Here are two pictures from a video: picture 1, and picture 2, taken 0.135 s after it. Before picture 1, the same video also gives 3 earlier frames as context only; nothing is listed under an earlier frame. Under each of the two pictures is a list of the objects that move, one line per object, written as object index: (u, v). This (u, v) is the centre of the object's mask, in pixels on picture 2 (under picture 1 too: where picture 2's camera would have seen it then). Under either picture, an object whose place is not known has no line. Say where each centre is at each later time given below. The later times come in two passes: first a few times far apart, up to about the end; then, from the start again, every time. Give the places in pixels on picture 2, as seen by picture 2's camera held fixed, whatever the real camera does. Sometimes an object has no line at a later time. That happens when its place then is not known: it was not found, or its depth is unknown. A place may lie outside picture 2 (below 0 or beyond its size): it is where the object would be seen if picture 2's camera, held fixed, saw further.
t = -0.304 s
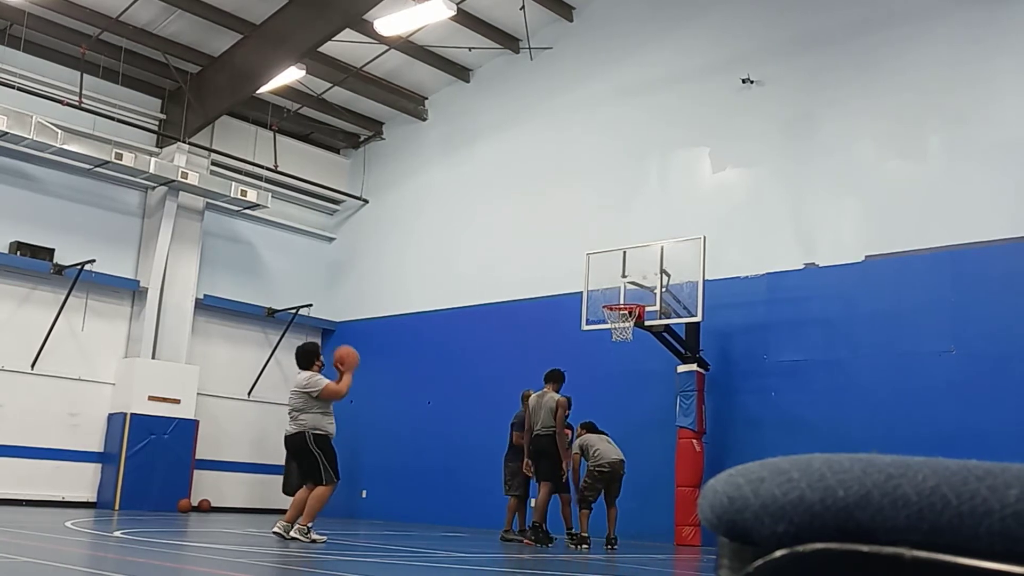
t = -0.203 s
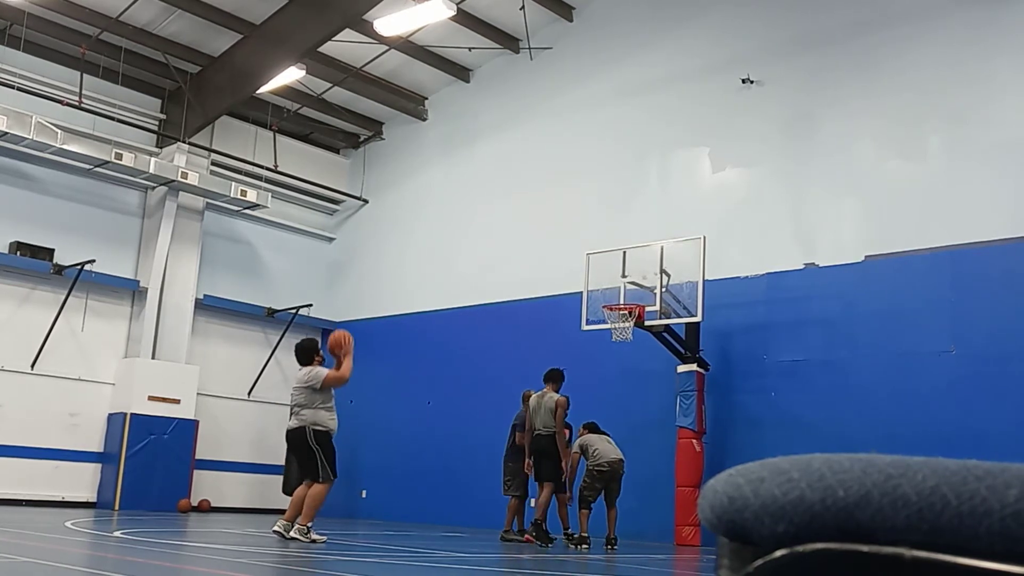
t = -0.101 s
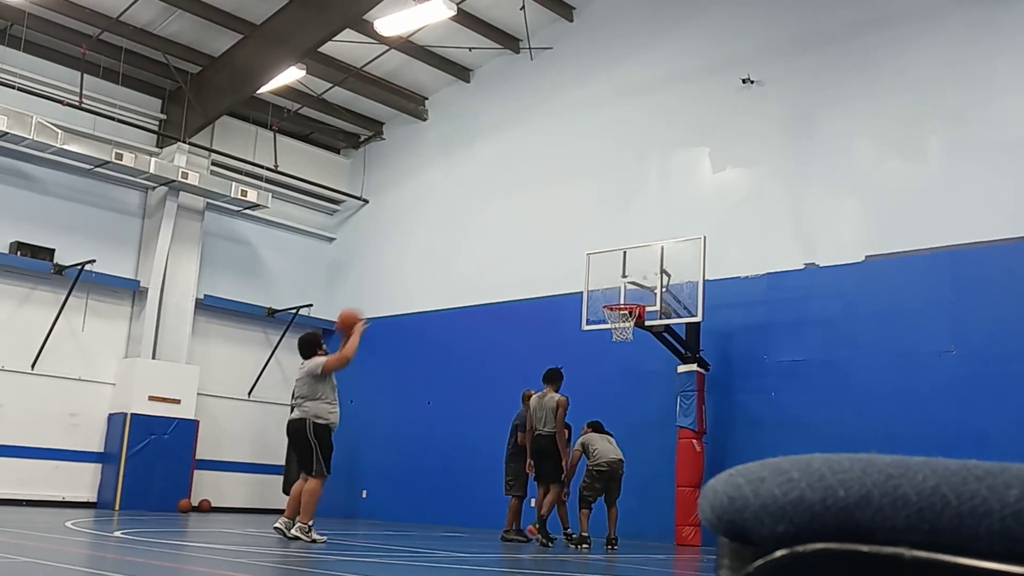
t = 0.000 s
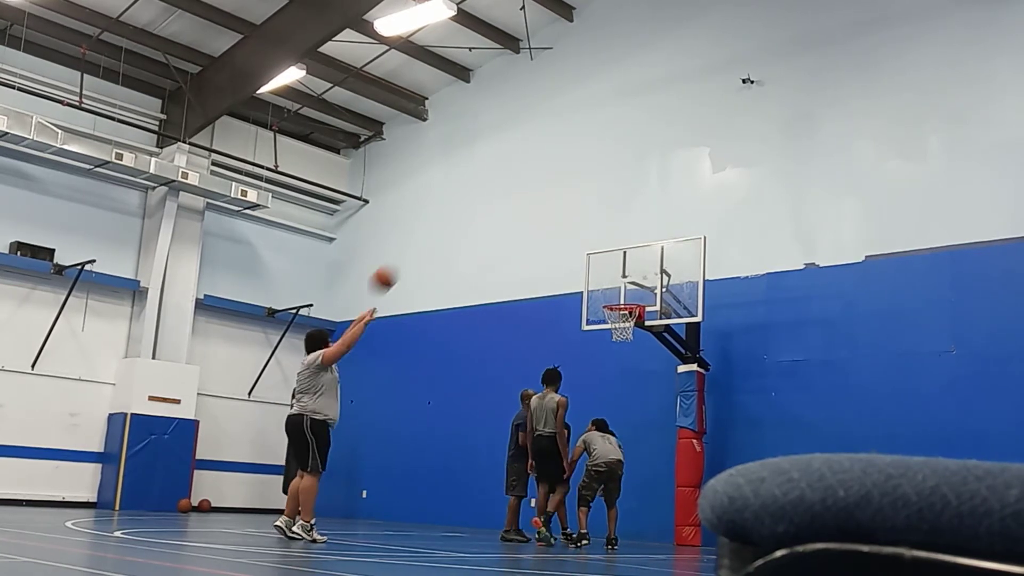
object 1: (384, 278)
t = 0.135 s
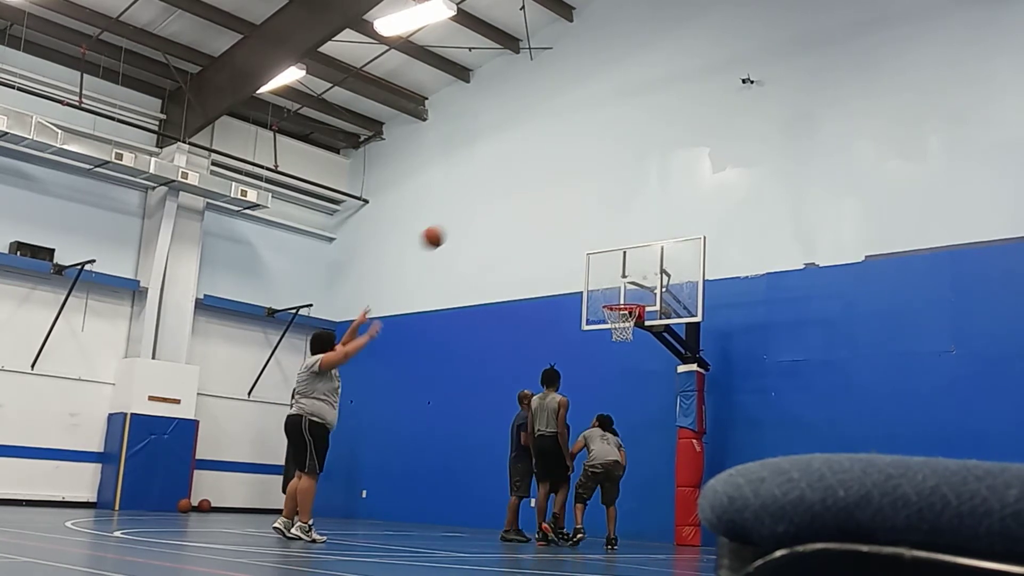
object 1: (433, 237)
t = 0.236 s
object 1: (465, 219)
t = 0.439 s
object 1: (521, 213)
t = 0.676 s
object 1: (576, 244)
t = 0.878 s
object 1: (615, 298)
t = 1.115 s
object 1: (623, 318)
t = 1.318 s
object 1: (608, 328)
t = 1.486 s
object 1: (598, 359)
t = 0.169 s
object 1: (444, 230)
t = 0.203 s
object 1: (455, 224)
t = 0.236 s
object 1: (465, 219)
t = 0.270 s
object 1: (475, 216)
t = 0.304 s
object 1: (485, 213)
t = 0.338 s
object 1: (495, 212)
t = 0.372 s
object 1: (504, 211)
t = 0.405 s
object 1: (513, 212)
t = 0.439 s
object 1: (521, 213)
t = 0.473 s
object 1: (530, 215)
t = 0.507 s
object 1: (538, 217)
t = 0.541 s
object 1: (546, 221)
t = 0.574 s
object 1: (554, 226)
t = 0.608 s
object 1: (561, 231)
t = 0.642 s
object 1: (569, 238)
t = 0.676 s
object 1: (576, 244)
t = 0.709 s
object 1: (583, 252)
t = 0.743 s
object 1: (590, 260)
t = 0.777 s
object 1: (597, 269)
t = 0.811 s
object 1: (603, 278)
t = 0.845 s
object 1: (610, 289)
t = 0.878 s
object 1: (615, 298)
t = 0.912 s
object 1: (623, 311)
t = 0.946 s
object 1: (625, 313)
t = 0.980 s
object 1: (629, 321)
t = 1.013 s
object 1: (629, 321)
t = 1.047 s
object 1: (628, 319)
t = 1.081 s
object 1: (626, 320)
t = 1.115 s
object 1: (623, 318)
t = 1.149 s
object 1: (621, 318)
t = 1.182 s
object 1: (616, 319)
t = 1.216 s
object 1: (615, 321)
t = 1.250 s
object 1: (612, 322)
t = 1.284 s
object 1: (610, 325)
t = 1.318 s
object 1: (608, 328)
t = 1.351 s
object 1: (606, 333)
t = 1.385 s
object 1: (604, 338)
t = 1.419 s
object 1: (602, 344)
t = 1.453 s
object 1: (600, 351)
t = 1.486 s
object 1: (598, 359)
